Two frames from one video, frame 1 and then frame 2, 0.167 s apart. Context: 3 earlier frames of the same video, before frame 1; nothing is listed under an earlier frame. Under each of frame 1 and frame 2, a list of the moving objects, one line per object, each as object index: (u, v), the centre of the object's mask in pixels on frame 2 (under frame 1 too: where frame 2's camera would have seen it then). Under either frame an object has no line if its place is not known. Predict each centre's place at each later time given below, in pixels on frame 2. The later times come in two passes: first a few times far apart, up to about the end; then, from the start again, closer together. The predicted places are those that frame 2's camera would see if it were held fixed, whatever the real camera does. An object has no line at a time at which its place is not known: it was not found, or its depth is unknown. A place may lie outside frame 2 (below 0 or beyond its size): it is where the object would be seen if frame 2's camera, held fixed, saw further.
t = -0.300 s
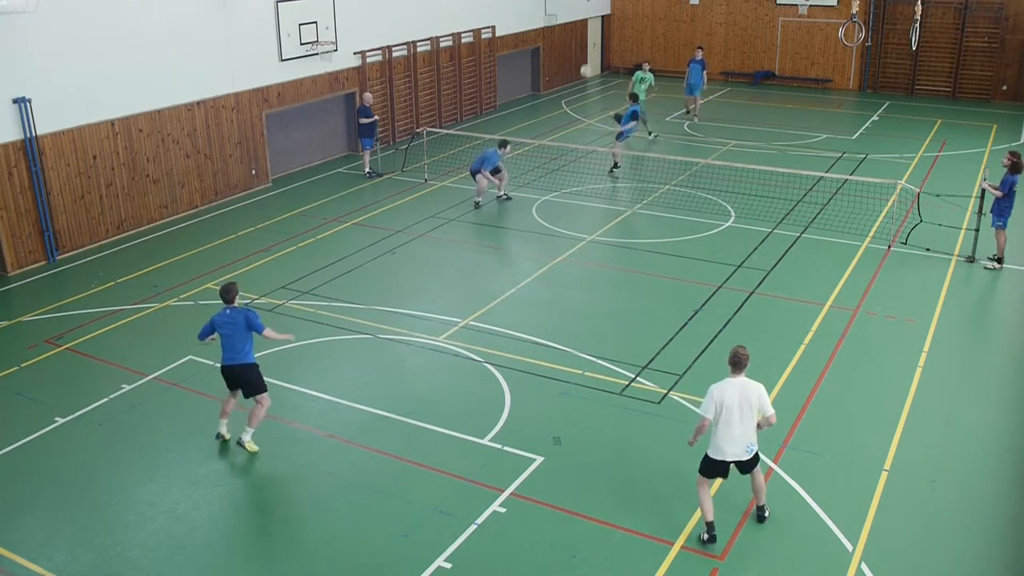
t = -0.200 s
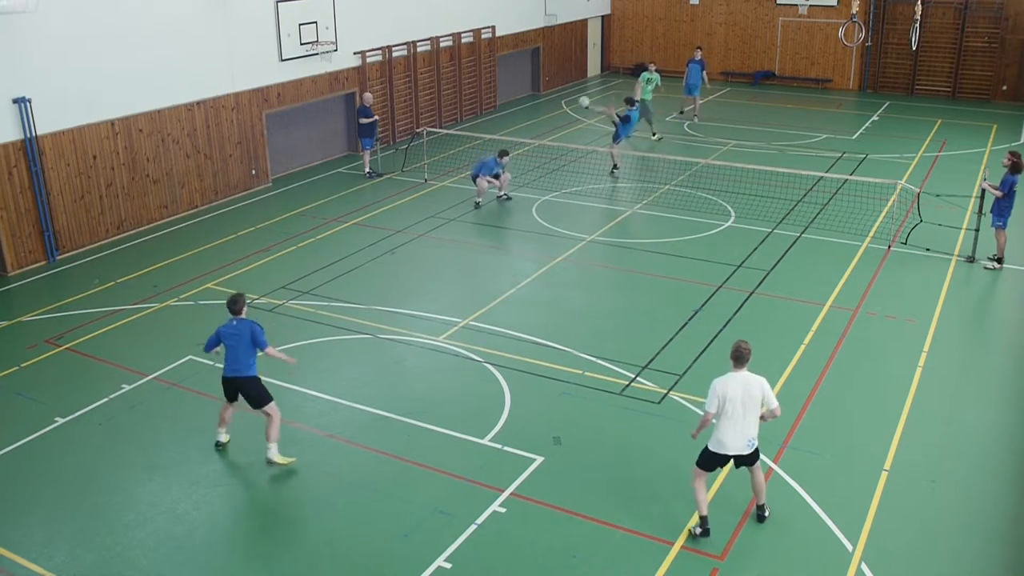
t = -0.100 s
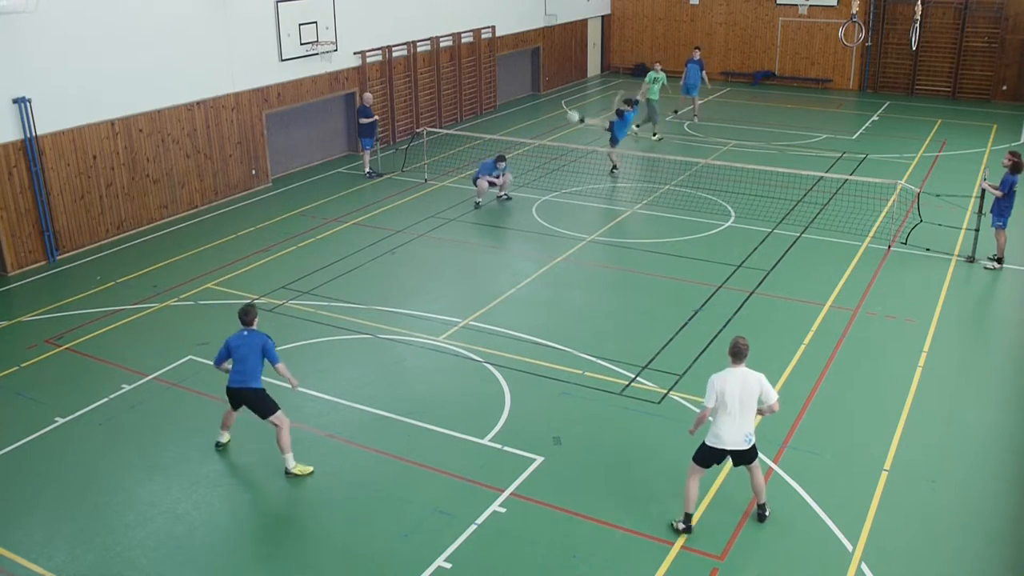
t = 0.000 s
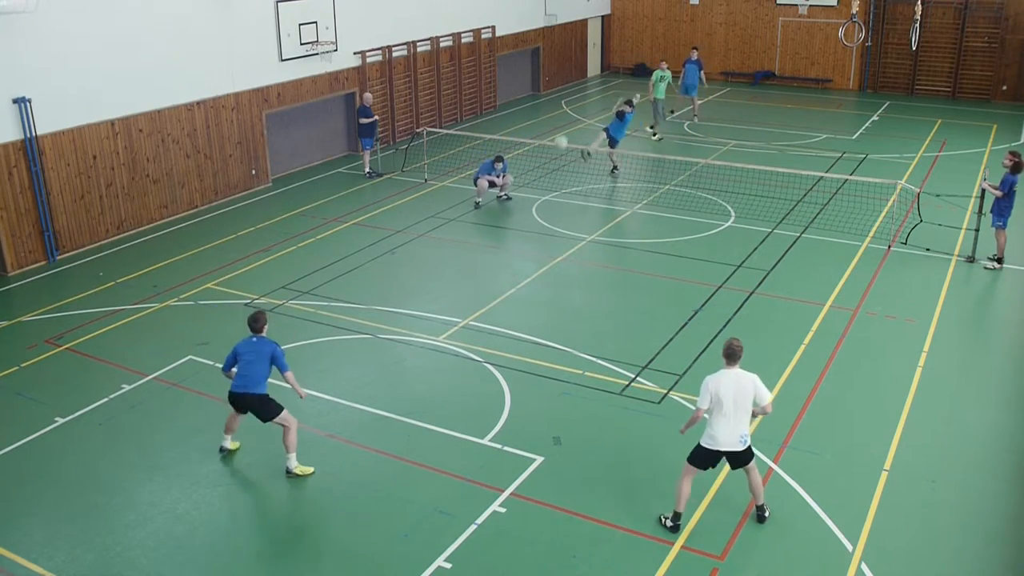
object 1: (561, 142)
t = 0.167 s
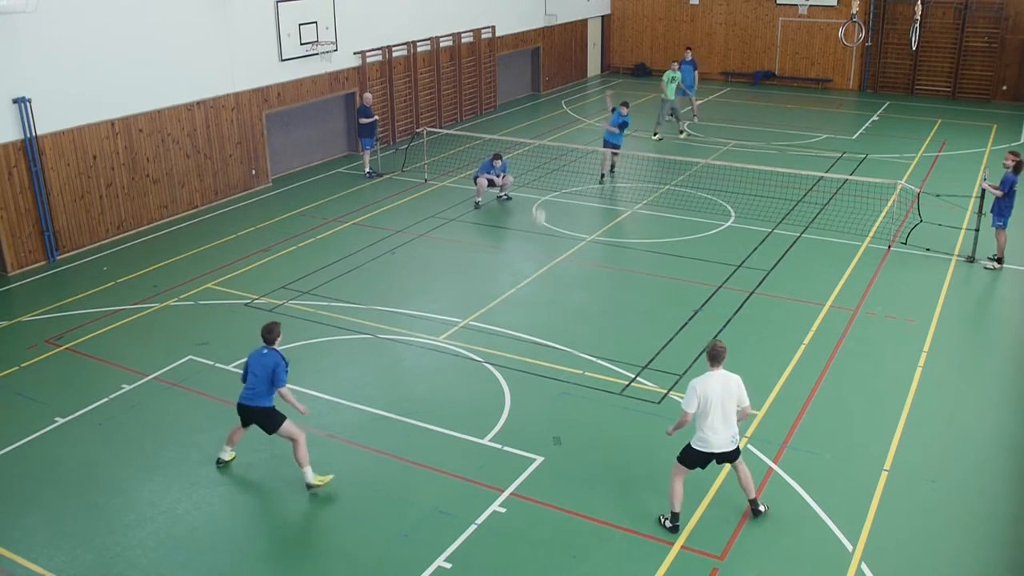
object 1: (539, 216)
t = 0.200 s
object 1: (534, 236)
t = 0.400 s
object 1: (500, 325)
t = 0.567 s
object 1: (468, 346)
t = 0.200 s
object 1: (534, 236)
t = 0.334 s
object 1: (510, 327)
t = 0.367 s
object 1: (505, 326)
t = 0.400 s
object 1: (500, 325)
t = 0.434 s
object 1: (495, 327)
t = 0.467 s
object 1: (489, 330)
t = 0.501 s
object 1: (482, 333)
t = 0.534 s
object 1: (476, 338)
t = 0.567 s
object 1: (468, 346)
